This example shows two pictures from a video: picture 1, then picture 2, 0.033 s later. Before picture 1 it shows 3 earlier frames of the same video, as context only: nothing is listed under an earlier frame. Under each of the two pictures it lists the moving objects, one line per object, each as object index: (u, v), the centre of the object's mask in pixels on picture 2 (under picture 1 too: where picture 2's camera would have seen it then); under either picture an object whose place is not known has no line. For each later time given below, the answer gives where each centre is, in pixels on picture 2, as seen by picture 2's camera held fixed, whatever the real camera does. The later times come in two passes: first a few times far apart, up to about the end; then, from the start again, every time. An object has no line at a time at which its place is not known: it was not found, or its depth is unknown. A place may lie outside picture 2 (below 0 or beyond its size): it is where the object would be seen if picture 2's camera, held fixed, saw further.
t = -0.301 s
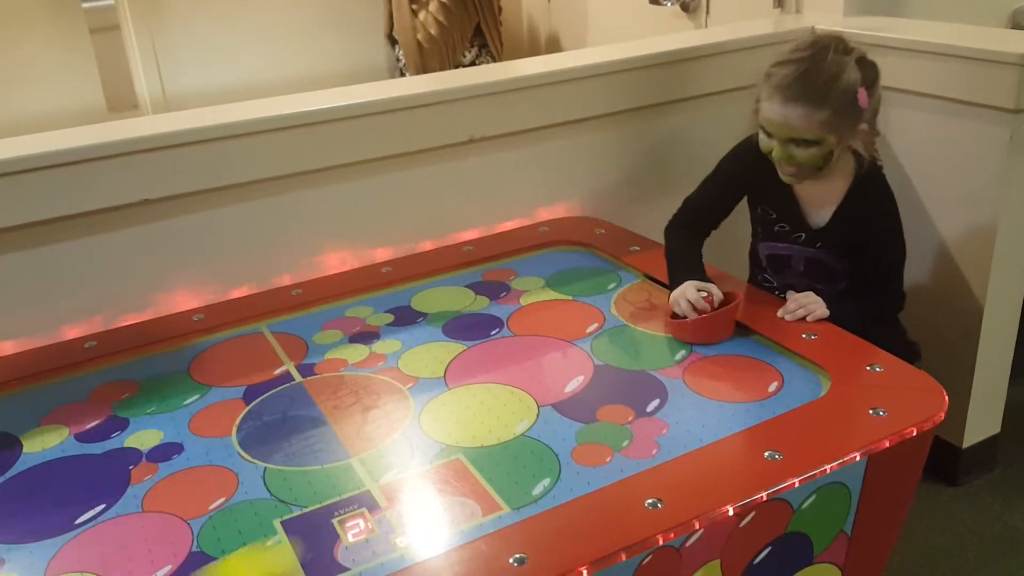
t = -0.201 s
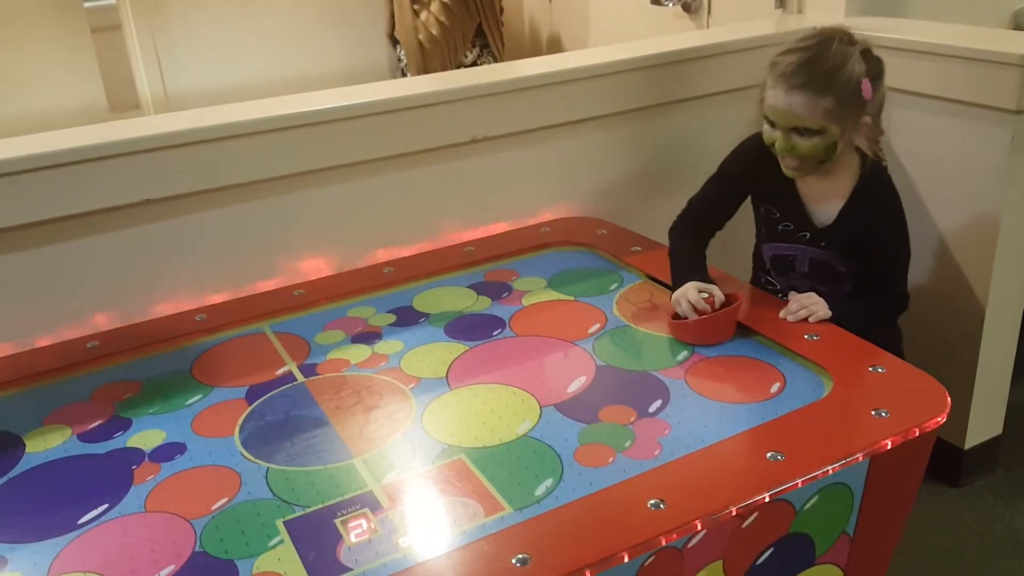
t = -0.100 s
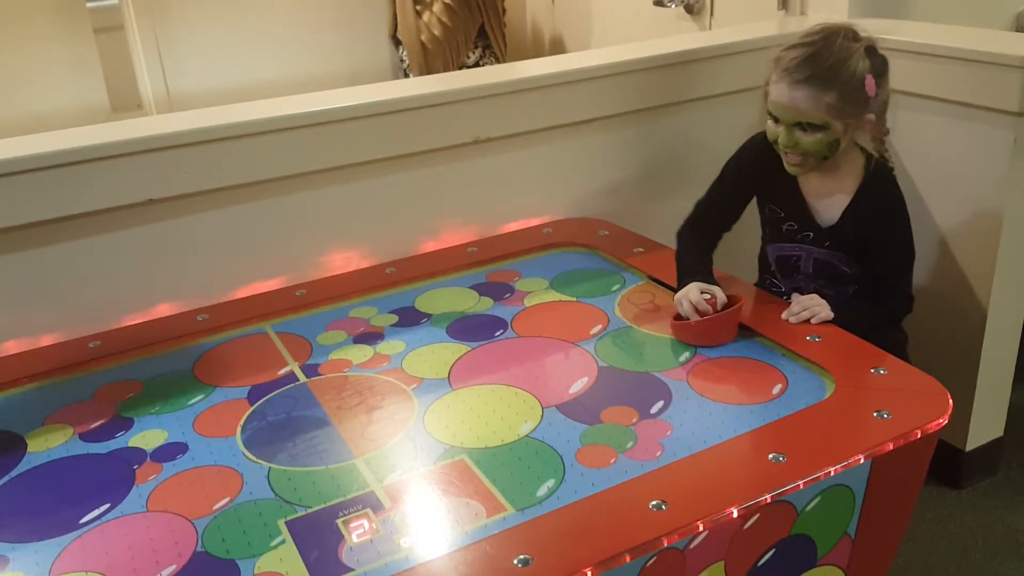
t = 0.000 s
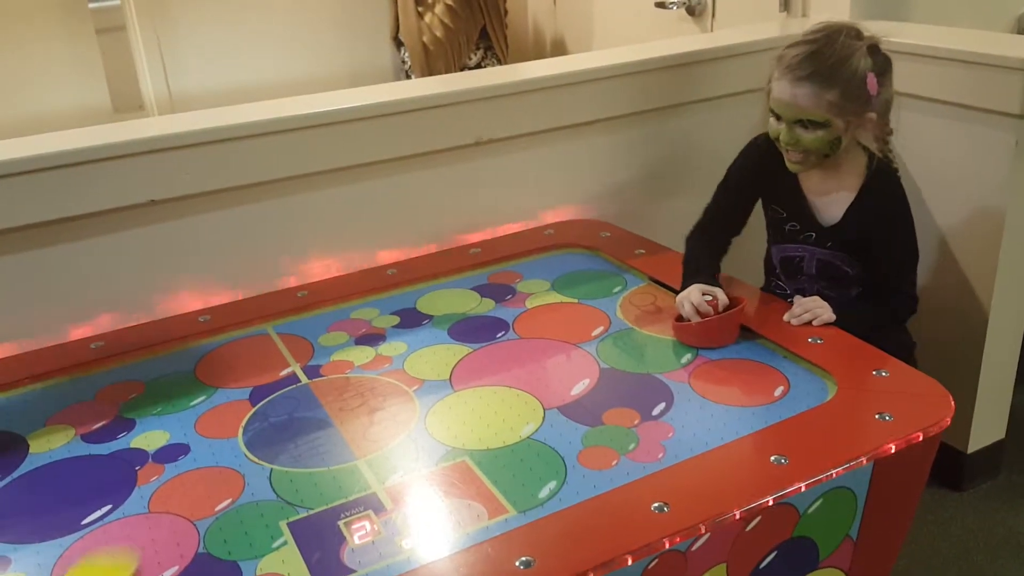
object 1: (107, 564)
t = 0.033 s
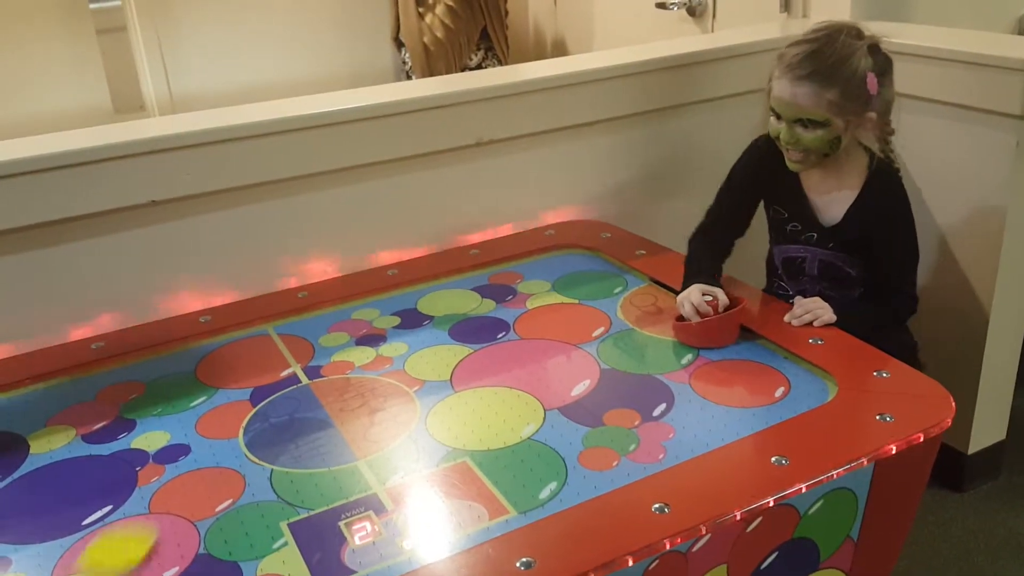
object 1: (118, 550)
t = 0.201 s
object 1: (200, 435)
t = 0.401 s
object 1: (266, 342)
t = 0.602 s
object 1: (371, 325)
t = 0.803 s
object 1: (501, 335)
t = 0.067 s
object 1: (136, 524)
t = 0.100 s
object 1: (153, 500)
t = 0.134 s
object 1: (169, 476)
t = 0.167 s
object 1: (184, 456)
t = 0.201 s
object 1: (200, 435)
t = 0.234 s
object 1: (213, 418)
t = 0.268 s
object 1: (226, 399)
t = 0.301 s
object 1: (237, 383)
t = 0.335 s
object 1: (247, 369)
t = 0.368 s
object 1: (257, 354)
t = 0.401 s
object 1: (266, 342)
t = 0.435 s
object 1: (277, 328)
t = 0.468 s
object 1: (290, 320)
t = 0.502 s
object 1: (306, 320)
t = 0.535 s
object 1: (328, 322)
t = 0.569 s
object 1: (349, 325)
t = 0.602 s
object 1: (371, 325)
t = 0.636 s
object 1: (393, 326)
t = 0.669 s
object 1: (416, 328)
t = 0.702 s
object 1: (437, 329)
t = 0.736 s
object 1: (460, 331)
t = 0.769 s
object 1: (479, 333)
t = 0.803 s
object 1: (501, 335)
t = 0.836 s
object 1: (525, 338)
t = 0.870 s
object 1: (548, 339)
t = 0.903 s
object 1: (572, 342)
